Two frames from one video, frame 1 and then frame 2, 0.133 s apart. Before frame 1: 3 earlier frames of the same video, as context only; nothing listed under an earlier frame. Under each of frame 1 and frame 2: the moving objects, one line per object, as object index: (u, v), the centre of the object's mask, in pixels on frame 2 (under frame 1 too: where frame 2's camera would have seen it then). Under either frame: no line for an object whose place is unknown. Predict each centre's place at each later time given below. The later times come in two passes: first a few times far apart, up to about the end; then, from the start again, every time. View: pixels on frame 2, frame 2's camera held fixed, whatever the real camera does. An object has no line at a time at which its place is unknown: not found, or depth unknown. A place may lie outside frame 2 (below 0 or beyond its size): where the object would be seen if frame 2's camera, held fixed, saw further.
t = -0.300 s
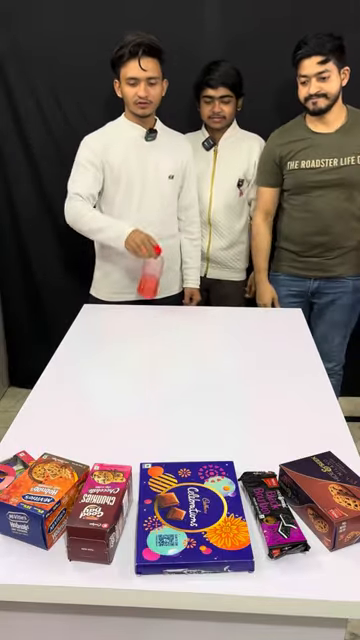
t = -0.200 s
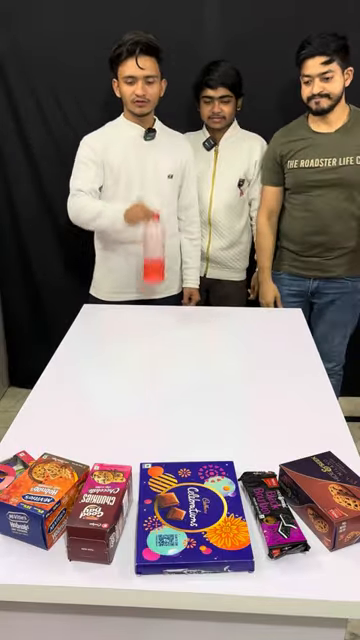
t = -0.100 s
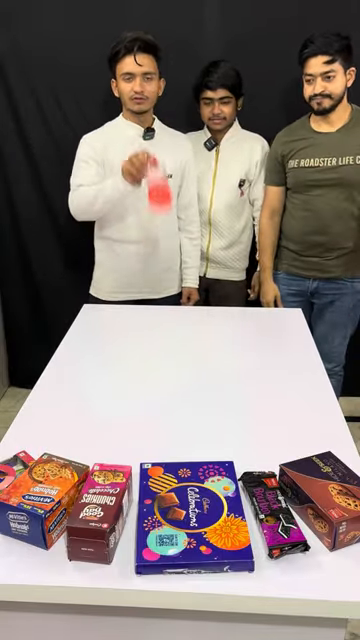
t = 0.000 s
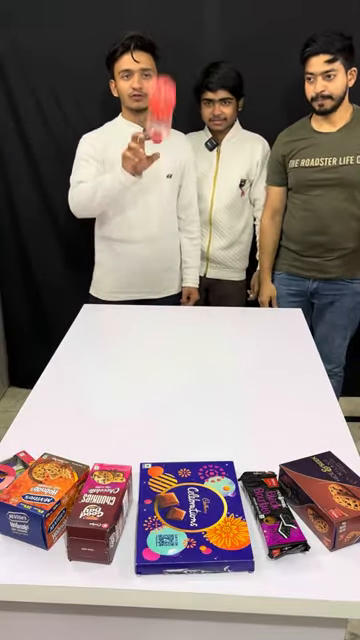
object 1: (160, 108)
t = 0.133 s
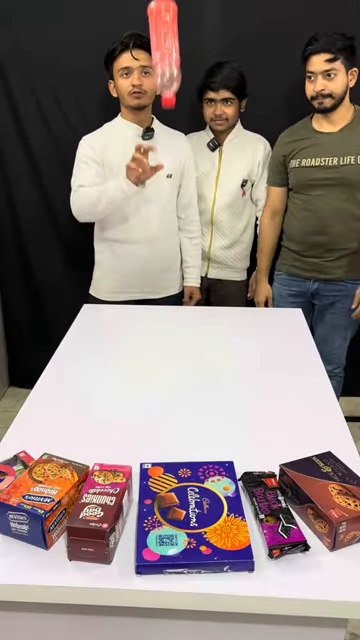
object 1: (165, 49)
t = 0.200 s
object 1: (167, 38)
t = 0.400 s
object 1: (171, 123)
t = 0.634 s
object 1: (173, 379)
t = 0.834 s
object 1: (170, 401)
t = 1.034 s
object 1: (164, 401)
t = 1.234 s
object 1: (153, 401)
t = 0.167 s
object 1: (166, 43)
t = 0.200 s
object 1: (167, 38)
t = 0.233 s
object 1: (167, 35)
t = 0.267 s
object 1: (168, 40)
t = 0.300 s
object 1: (168, 53)
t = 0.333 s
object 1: (169, 73)
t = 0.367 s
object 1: (170, 98)
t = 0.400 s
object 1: (171, 123)
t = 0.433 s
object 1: (171, 158)
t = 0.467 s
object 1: (172, 201)
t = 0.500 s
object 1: (172, 244)
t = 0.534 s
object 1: (172, 286)
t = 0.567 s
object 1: (173, 331)
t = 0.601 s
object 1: (173, 364)
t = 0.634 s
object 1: (173, 379)
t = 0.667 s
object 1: (173, 390)
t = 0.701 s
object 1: (173, 393)
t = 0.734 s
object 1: (173, 398)
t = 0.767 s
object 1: (172, 400)
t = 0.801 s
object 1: (171, 401)
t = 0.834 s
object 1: (170, 401)
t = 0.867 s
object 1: (169, 401)
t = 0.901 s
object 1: (168, 401)
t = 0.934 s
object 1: (167, 401)
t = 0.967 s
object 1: (166, 401)
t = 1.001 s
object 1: (165, 401)
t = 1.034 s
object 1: (164, 401)
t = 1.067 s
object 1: (162, 401)
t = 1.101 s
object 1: (160, 401)
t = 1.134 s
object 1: (158, 401)
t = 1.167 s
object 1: (157, 401)
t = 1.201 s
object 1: (155, 401)
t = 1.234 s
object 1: (153, 401)
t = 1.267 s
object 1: (152, 401)
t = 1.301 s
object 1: (150, 401)
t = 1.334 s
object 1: (148, 400)
